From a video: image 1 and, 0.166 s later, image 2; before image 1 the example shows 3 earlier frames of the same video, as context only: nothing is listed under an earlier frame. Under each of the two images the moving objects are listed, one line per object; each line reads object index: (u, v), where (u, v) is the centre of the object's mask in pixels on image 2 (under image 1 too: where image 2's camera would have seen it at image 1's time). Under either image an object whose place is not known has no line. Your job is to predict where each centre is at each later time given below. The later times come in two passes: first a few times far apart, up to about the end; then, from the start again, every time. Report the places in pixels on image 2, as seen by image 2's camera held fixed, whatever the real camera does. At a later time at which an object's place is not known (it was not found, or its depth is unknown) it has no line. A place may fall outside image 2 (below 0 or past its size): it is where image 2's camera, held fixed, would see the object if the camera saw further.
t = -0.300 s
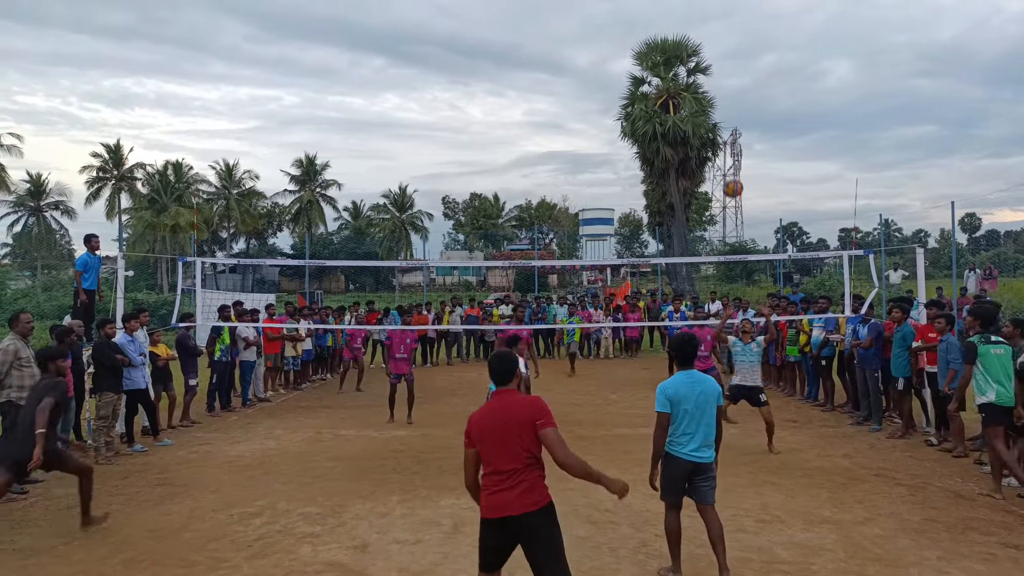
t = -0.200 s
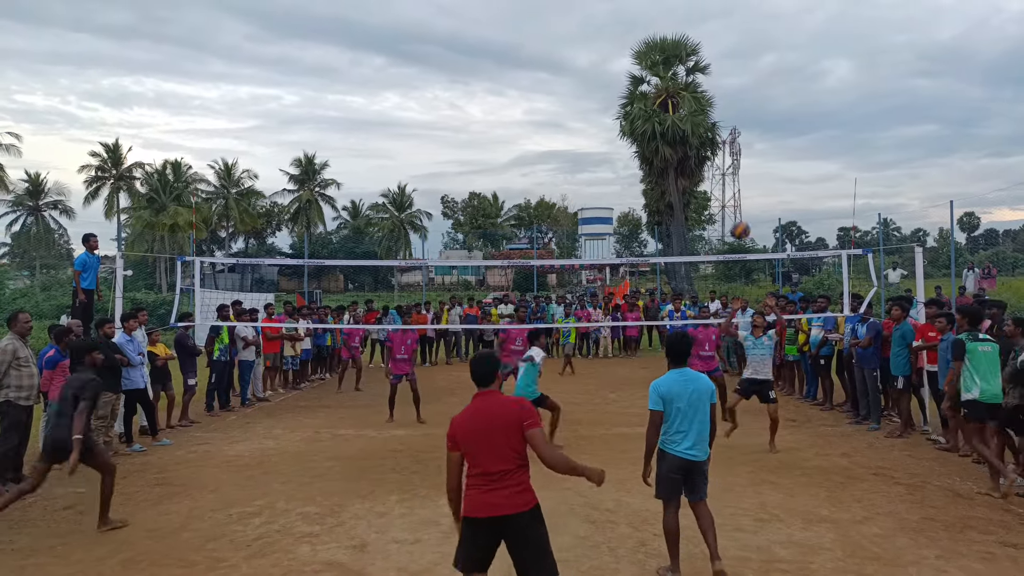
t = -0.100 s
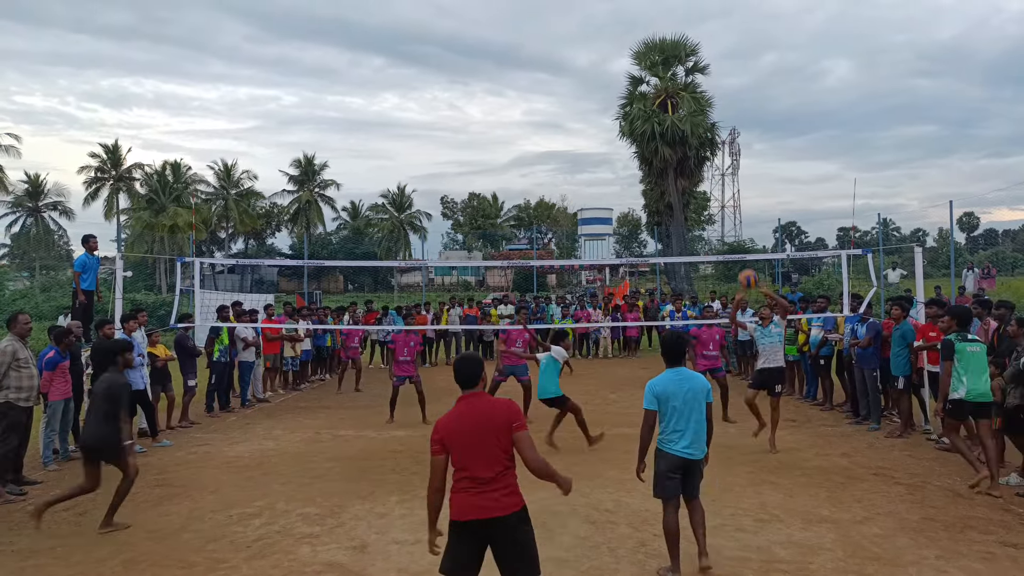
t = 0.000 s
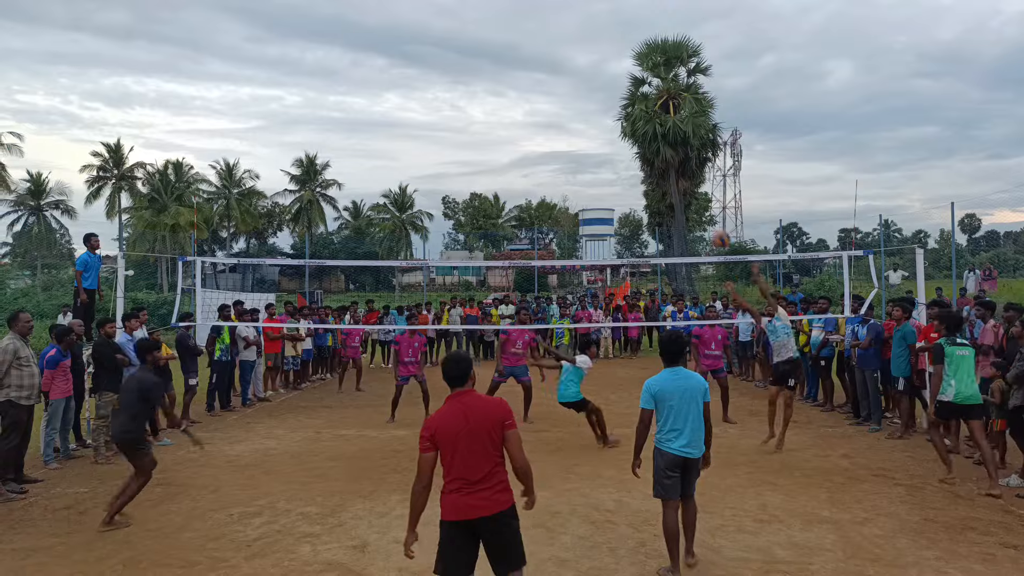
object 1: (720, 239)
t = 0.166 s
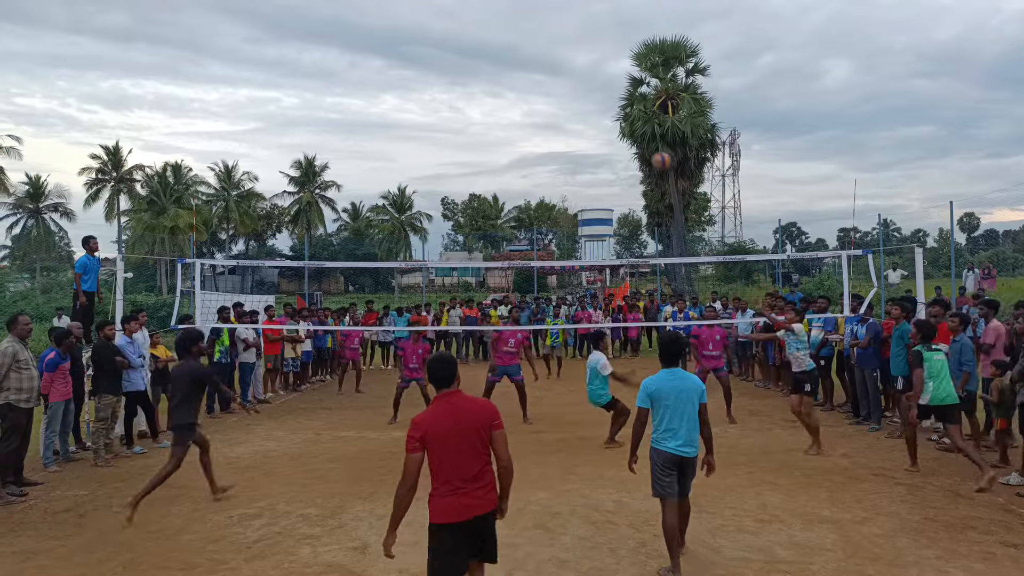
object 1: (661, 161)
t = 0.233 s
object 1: (639, 138)
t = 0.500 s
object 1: (553, 82)
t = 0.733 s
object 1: (482, 80)
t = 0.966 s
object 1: (416, 120)
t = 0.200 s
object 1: (649, 149)
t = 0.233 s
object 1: (639, 138)
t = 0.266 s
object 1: (627, 127)
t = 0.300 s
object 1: (617, 118)
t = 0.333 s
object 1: (605, 109)
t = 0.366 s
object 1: (595, 103)
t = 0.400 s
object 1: (585, 96)
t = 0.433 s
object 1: (573, 90)
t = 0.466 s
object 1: (562, 85)
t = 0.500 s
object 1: (553, 82)
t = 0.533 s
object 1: (544, 79)
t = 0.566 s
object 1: (533, 77)
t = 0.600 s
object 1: (523, 76)
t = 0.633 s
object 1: (512, 75)
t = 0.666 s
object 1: (502, 76)
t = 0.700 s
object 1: (492, 78)
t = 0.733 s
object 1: (482, 80)
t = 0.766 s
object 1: (473, 83)
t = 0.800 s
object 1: (464, 87)
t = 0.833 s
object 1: (454, 92)
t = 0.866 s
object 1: (444, 98)
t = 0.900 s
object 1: (434, 104)
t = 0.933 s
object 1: (424, 112)
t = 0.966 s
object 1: (416, 120)
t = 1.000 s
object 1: (407, 129)
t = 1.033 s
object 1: (398, 139)
